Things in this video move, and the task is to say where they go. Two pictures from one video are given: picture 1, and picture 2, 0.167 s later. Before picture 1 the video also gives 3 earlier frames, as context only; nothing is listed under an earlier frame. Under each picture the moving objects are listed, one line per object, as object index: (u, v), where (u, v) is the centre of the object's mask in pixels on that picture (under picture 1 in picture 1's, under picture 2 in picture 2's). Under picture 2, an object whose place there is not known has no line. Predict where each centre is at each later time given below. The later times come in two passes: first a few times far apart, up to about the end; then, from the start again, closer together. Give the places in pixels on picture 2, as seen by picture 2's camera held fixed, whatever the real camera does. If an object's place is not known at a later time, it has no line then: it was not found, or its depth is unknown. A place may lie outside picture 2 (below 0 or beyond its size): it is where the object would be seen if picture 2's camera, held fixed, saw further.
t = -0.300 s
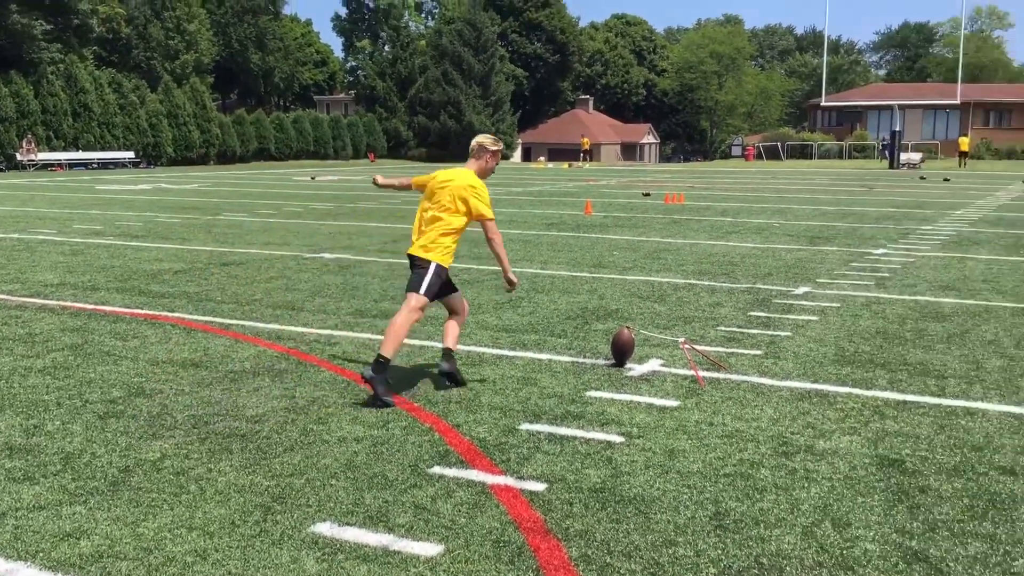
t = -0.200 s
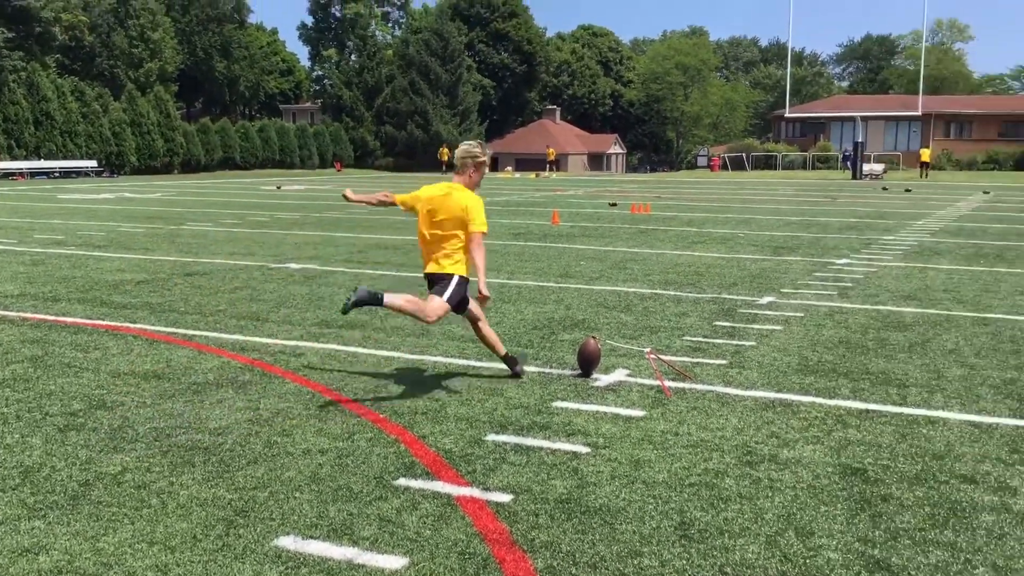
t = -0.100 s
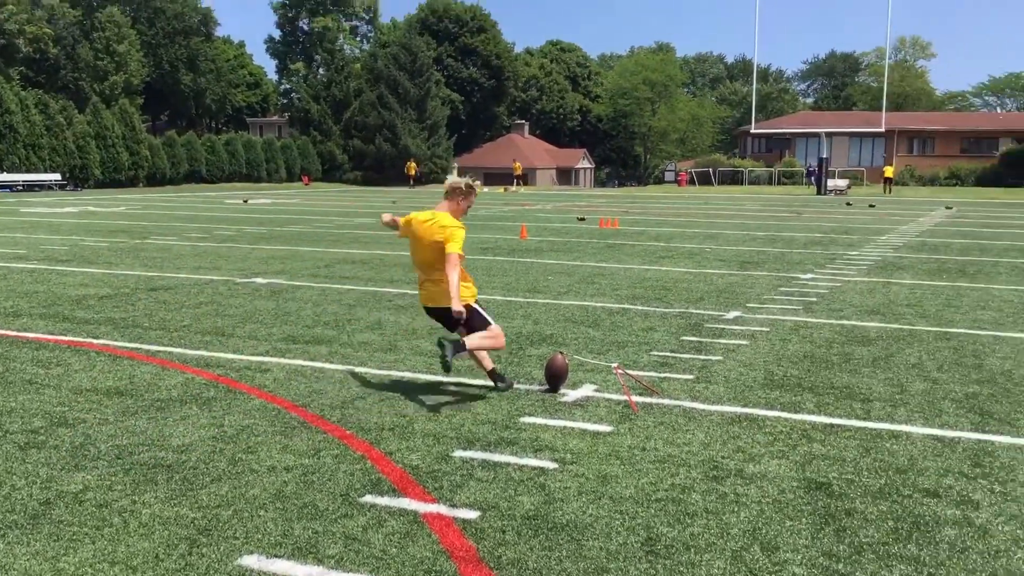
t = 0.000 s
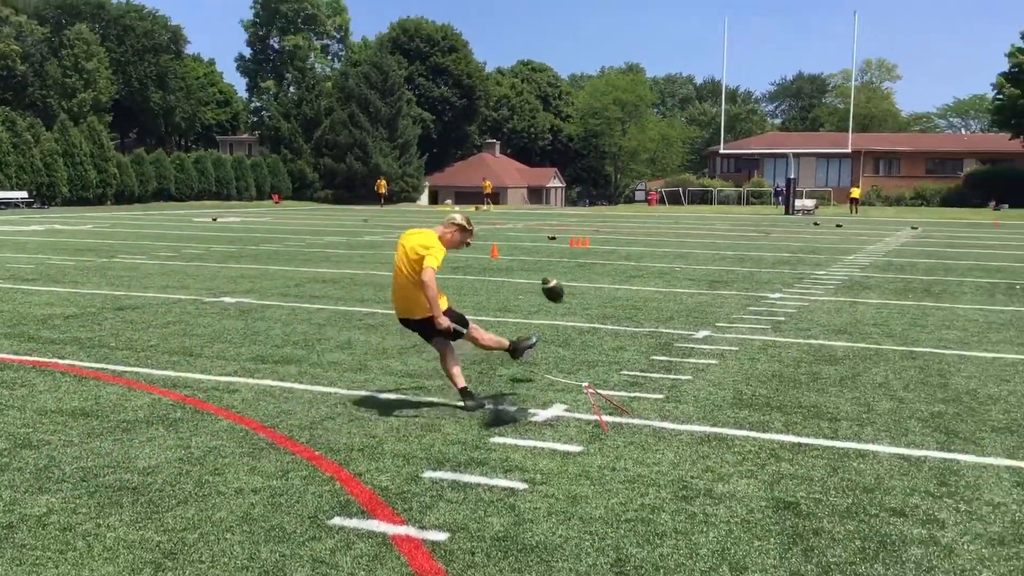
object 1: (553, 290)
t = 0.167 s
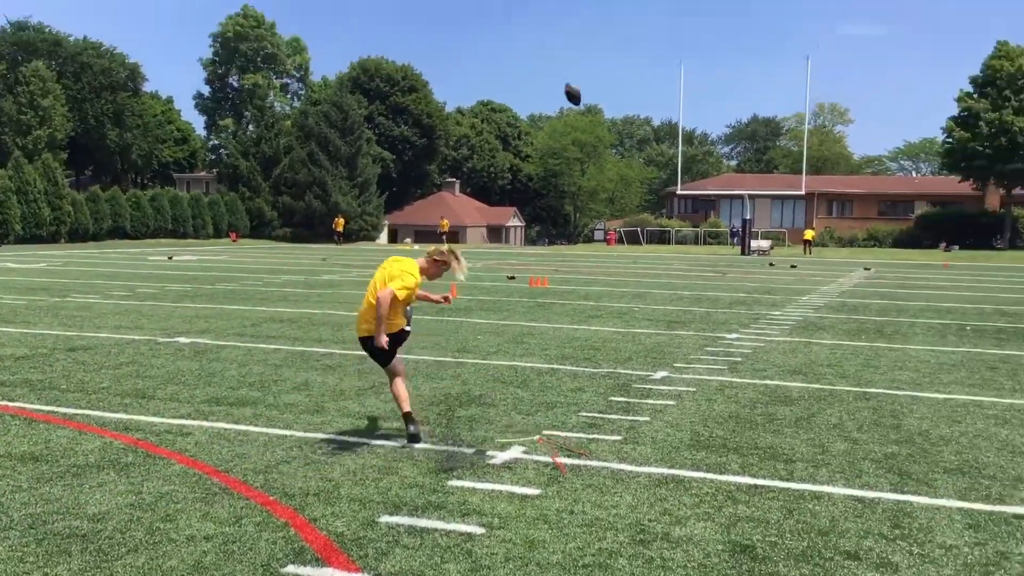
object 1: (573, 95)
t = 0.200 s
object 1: (582, 64)
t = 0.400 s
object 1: (620, -62)
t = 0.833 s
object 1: (654, -159)
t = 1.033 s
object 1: (663, -166)
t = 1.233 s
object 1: (668, -156)
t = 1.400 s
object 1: (672, -138)
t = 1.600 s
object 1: (676, -111)
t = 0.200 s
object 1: (582, 64)
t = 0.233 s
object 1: (590, 36)
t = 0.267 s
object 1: (597, 13)
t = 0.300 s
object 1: (604, -10)
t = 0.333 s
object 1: (610, -29)
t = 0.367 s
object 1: (616, -46)
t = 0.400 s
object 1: (620, -62)
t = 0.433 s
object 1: (625, -77)
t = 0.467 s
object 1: (629, -91)
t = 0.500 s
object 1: (632, -102)
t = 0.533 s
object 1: (635, -113)
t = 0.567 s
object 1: (637, -122)
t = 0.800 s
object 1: (652, -157)
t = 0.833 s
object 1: (654, -159)
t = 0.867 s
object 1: (656, -162)
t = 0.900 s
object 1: (658, -164)
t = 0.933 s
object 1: (659, -165)
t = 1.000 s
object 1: (662, -166)
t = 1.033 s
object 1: (663, -166)
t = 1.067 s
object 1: (664, -165)
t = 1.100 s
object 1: (665, -163)
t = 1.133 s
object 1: (666, -162)
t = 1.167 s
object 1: (667, -161)
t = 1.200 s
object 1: (668, -157)
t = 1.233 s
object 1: (668, -156)
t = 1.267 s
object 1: (669, -153)
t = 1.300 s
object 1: (670, -149)
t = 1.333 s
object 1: (671, -145)
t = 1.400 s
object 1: (672, -138)
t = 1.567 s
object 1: (675, -116)
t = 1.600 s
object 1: (676, -111)
